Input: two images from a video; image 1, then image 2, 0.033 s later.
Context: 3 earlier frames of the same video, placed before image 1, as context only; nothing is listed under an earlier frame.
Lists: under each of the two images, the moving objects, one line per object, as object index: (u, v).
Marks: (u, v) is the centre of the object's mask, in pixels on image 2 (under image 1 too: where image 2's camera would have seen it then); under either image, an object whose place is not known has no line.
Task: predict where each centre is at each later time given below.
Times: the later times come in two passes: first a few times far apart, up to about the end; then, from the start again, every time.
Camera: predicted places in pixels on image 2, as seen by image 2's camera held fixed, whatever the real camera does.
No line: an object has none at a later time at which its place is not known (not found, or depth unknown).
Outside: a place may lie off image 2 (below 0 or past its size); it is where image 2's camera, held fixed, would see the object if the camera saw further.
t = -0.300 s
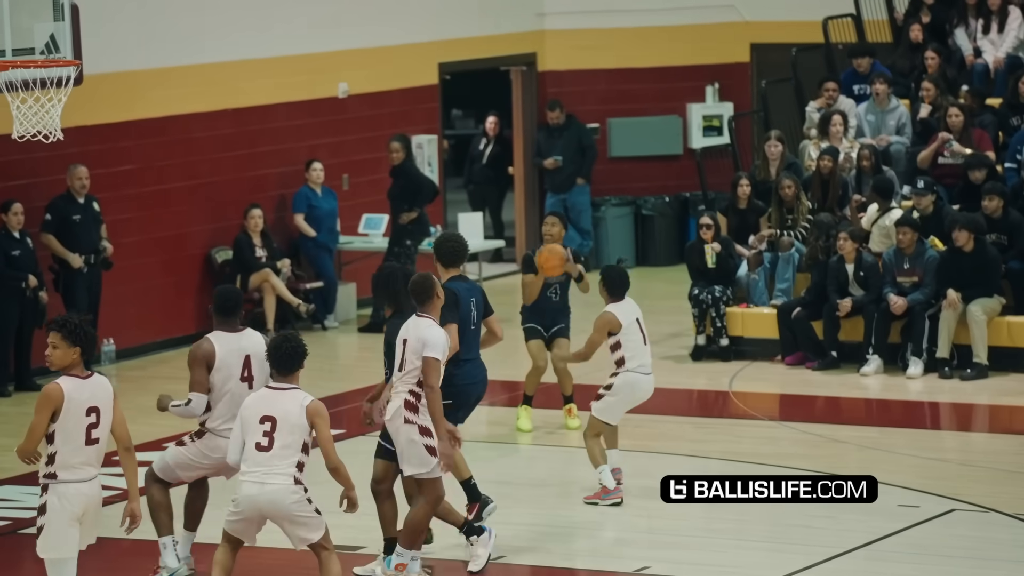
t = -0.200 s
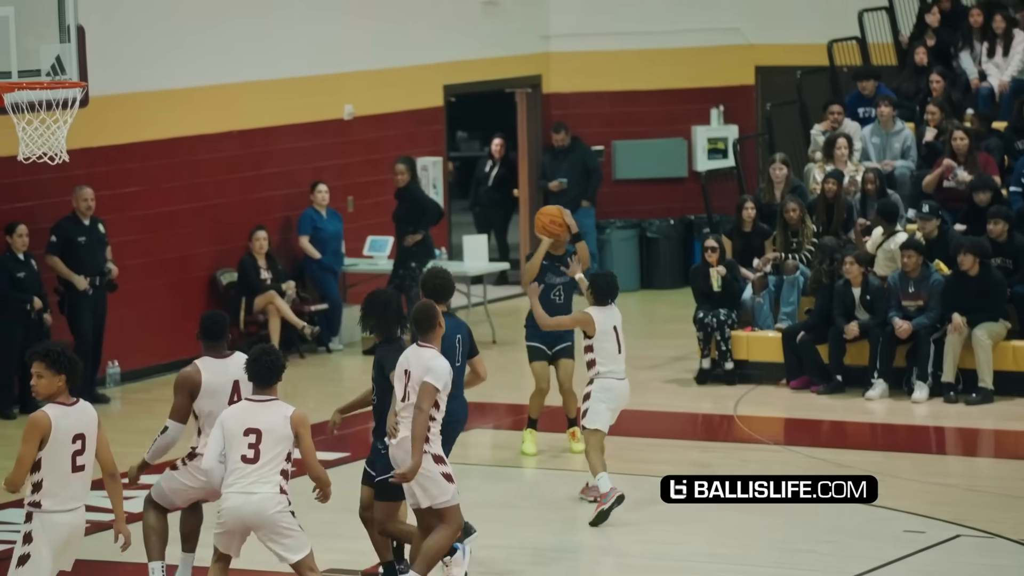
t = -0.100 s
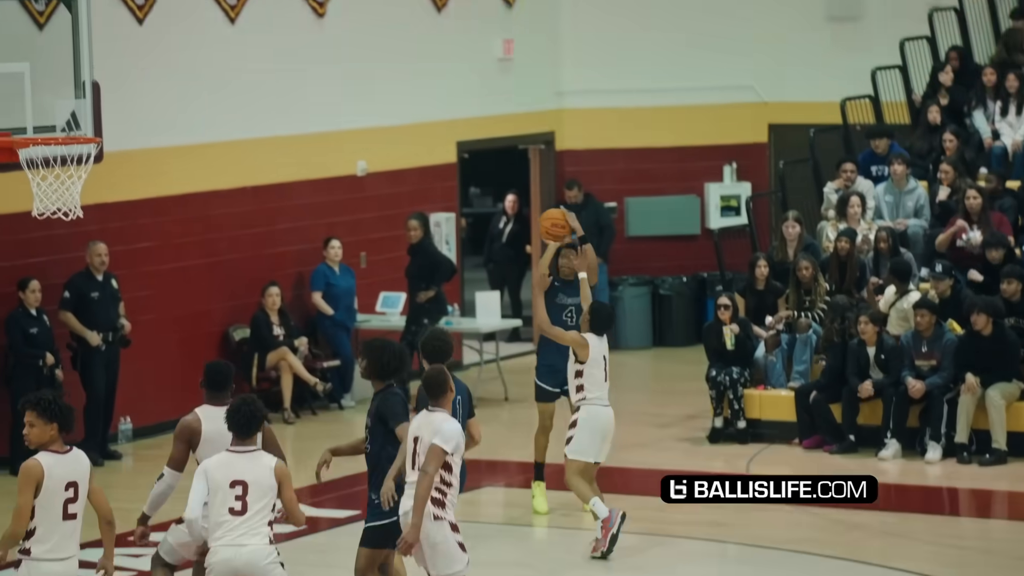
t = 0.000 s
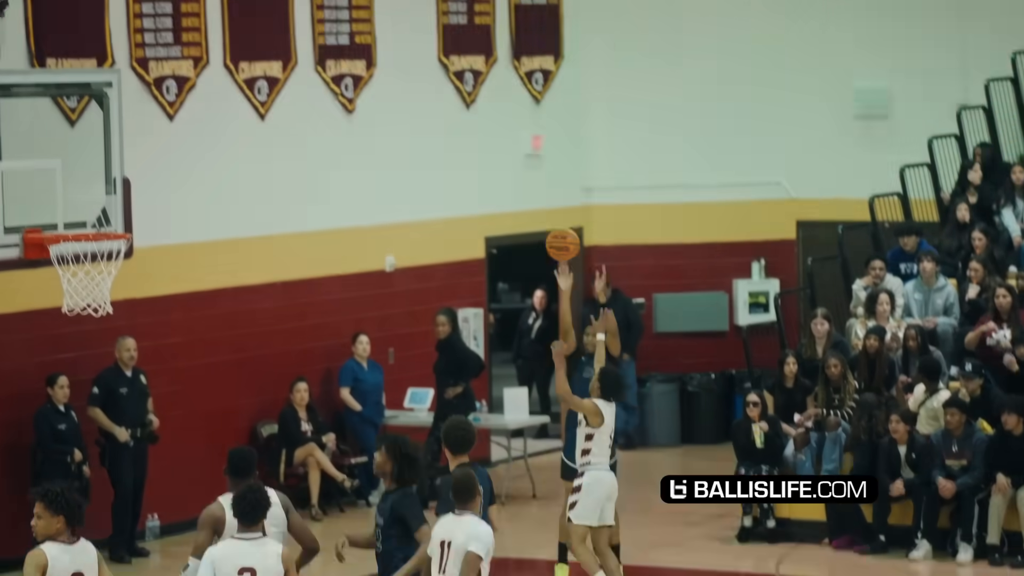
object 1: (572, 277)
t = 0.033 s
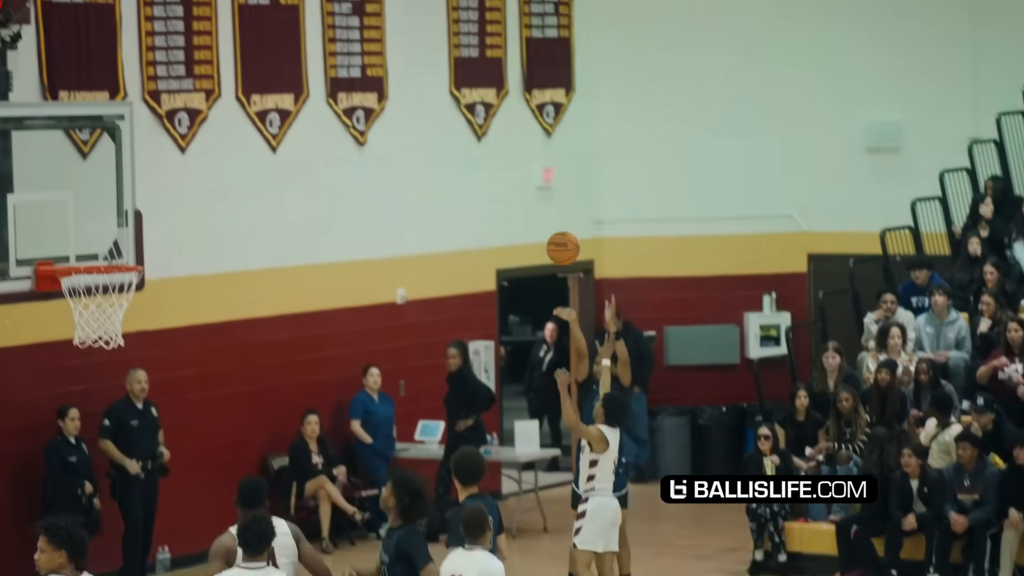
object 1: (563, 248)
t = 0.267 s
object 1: (486, 81)
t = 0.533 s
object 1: (391, -30)
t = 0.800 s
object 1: (288, -43)
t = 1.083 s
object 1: (171, 75)
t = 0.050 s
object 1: (558, 233)
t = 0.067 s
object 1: (553, 220)
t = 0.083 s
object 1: (548, 207)
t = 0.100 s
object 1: (543, 193)
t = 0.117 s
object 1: (537, 181)
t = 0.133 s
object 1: (532, 169)
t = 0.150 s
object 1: (526, 156)
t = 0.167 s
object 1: (521, 145)
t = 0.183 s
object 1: (515, 133)
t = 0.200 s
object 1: (509, 122)
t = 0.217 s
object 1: (504, 112)
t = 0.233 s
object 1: (498, 101)
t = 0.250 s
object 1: (492, 91)
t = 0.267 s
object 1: (486, 81)
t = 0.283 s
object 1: (480, 72)
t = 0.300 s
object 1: (475, 63)
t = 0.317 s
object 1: (469, 54)
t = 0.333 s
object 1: (463, 45)
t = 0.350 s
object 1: (457, 37)
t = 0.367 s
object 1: (451, 29)
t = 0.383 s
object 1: (445, 22)
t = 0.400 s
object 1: (440, 14)
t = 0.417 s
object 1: (433, 7)
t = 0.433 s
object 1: (427, 1)
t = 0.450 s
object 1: (421, -5)
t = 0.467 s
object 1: (415, -11)
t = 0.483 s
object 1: (409, -17)
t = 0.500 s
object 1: (403, -22)
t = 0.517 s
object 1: (398, -26)
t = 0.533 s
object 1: (391, -30)
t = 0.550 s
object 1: (385, -34)
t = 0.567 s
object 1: (378, -38)
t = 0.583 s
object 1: (372, -41)
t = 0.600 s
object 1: (365, -43)
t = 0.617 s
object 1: (359, -46)
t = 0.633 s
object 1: (353, -48)
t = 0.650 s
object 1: (347, -49)
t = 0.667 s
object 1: (340, -50)
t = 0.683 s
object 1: (334, -51)
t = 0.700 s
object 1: (328, -51)
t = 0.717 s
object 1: (321, -51)
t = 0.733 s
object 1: (315, -50)
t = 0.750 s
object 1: (309, -49)
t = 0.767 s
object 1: (301, -47)
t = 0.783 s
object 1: (295, -45)
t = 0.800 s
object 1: (288, -43)
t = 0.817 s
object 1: (281, -40)
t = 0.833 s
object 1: (273, -37)
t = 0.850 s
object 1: (267, -32)
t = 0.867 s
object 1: (260, -28)
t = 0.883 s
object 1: (254, -23)
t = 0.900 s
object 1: (247, -17)
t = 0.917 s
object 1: (241, -12)
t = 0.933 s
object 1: (235, -5)
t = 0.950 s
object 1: (228, 1)
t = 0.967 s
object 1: (220, 9)
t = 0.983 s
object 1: (213, 17)
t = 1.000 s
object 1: (206, 25)
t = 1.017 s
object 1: (199, 34)
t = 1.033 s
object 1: (192, 43)
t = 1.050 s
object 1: (184, 53)
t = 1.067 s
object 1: (178, 63)
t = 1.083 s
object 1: (171, 75)
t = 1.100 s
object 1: (163, 86)
